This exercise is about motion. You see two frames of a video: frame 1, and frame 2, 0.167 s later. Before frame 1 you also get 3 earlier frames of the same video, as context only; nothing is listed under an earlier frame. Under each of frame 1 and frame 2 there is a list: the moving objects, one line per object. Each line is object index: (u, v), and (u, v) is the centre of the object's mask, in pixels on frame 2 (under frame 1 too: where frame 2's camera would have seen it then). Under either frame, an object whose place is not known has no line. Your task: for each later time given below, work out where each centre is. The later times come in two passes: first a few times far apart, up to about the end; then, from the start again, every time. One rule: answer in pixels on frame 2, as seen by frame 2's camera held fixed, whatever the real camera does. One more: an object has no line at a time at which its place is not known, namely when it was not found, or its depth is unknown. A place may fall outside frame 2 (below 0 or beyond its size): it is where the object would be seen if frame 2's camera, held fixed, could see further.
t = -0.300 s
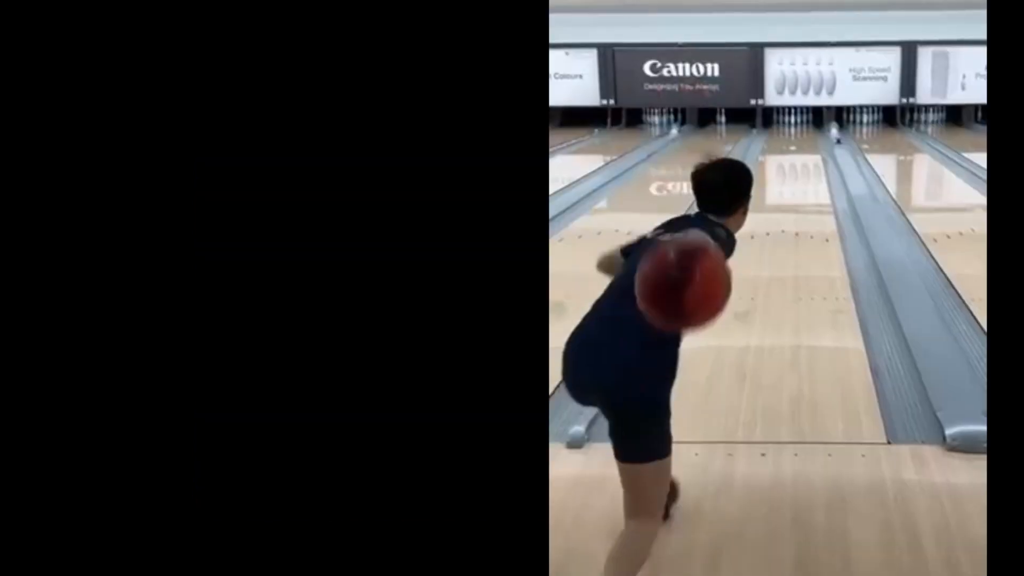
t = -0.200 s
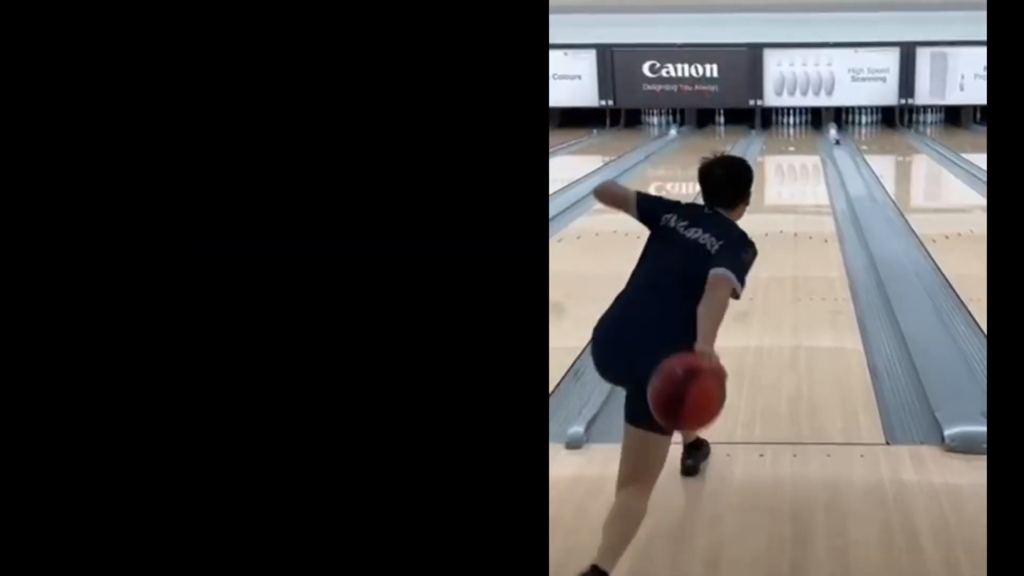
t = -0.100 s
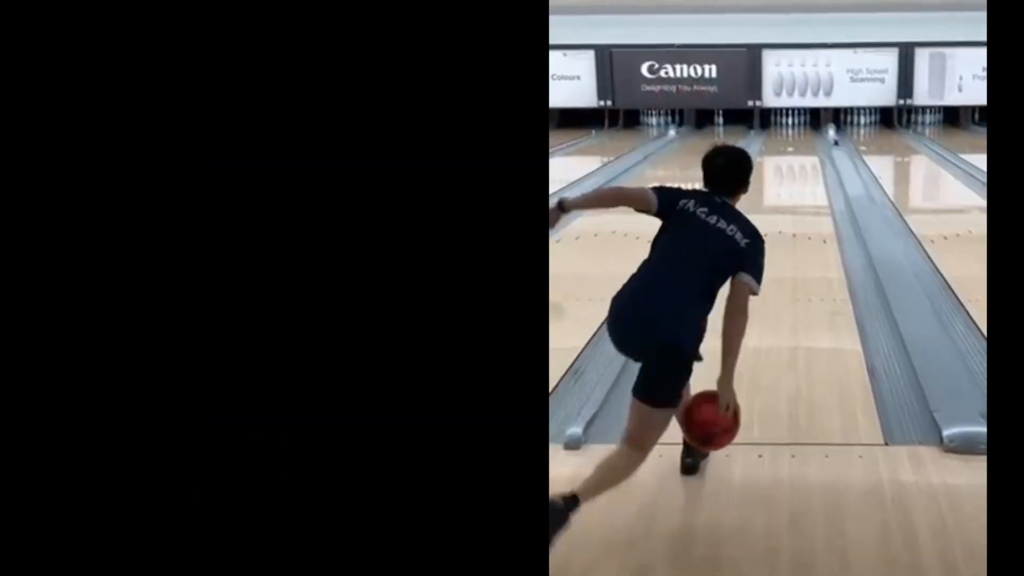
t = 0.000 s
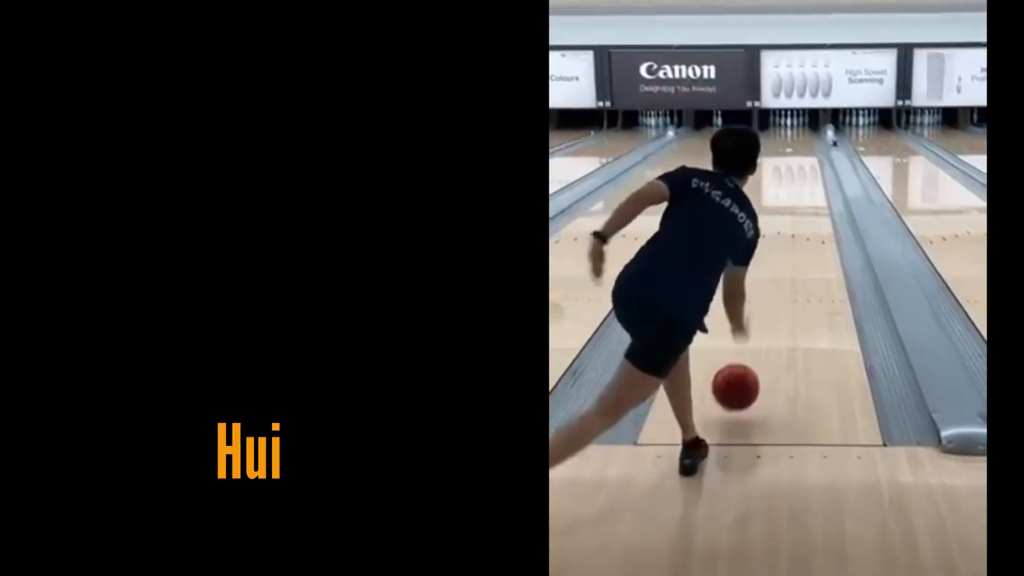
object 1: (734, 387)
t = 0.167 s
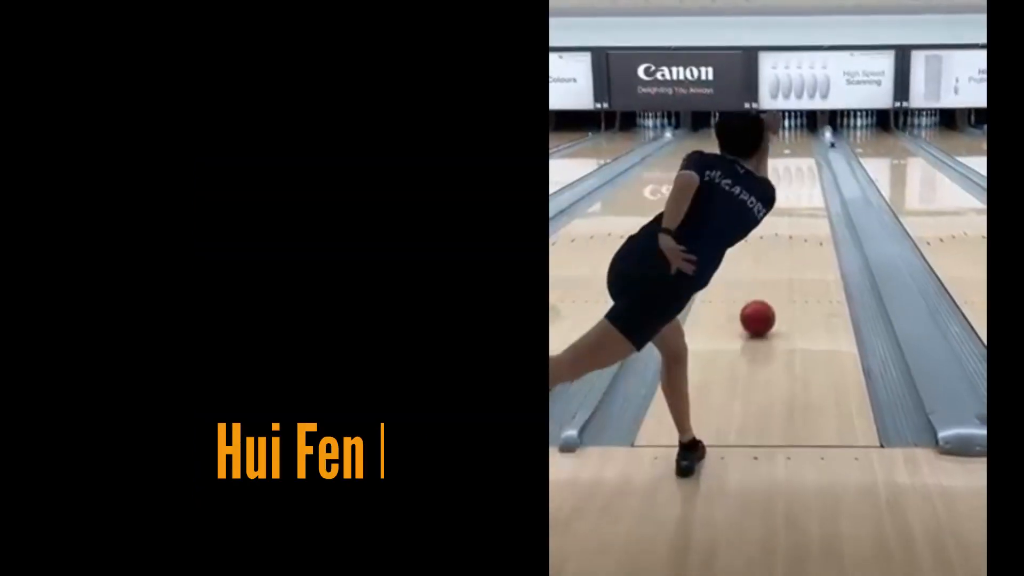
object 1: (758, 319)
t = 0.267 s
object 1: (766, 286)
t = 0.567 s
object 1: (785, 225)
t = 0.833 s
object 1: (792, 193)
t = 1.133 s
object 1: (798, 169)
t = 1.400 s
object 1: (801, 154)
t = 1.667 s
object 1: (802, 143)
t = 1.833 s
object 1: (802, 138)
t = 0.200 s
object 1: (761, 307)
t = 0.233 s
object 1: (764, 296)
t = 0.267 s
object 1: (766, 286)
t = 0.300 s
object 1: (769, 277)
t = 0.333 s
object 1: (771, 268)
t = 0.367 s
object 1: (773, 261)
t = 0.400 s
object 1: (775, 254)
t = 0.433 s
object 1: (777, 247)
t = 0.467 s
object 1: (779, 241)
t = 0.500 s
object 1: (781, 235)
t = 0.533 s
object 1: (783, 230)
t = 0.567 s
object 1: (785, 225)
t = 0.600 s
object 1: (786, 220)
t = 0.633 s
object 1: (787, 215)
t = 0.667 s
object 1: (788, 211)
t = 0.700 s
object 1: (789, 207)
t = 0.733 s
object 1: (790, 203)
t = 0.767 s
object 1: (791, 200)
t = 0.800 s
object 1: (792, 196)
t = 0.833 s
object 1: (792, 193)
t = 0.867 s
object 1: (793, 190)
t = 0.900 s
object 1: (794, 186)
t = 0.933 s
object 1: (794, 184)
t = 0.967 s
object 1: (795, 181)
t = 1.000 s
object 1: (796, 178)
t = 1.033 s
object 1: (796, 176)
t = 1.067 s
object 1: (797, 173)
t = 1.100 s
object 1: (797, 171)
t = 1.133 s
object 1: (798, 169)
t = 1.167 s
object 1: (798, 167)
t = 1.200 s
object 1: (799, 165)
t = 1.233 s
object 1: (799, 163)
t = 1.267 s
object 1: (800, 161)
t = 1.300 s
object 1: (800, 159)
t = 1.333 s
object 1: (800, 157)
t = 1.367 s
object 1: (800, 156)
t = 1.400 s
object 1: (801, 154)
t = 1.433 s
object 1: (801, 153)
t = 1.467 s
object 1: (801, 151)
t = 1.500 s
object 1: (801, 150)
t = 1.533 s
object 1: (801, 149)
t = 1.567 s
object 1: (802, 147)
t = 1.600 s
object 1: (802, 146)
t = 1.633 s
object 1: (802, 145)
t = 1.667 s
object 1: (802, 143)
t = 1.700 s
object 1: (802, 143)
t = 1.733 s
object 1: (802, 142)
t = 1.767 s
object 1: (802, 140)
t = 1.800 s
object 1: (802, 139)
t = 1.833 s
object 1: (802, 138)
